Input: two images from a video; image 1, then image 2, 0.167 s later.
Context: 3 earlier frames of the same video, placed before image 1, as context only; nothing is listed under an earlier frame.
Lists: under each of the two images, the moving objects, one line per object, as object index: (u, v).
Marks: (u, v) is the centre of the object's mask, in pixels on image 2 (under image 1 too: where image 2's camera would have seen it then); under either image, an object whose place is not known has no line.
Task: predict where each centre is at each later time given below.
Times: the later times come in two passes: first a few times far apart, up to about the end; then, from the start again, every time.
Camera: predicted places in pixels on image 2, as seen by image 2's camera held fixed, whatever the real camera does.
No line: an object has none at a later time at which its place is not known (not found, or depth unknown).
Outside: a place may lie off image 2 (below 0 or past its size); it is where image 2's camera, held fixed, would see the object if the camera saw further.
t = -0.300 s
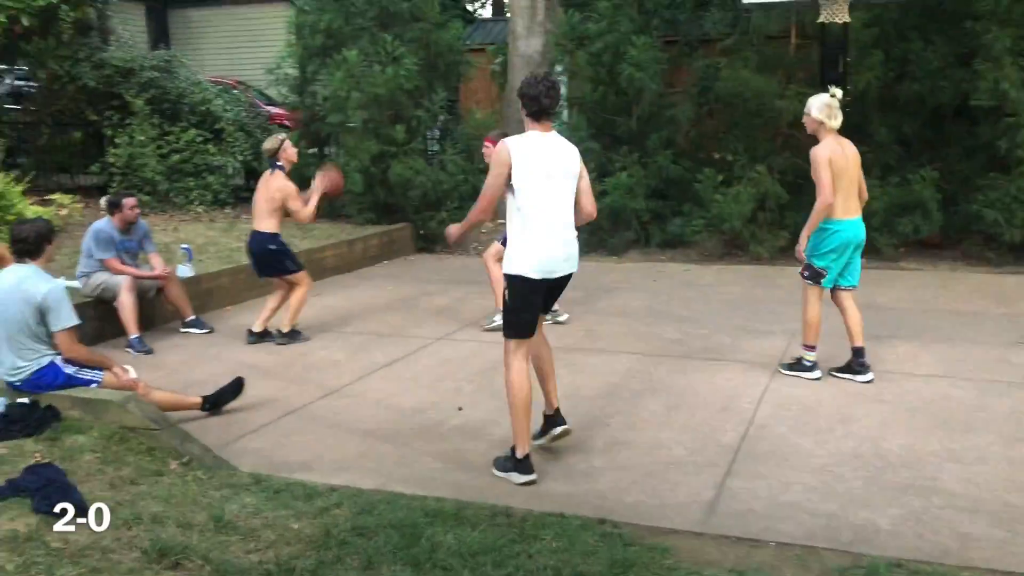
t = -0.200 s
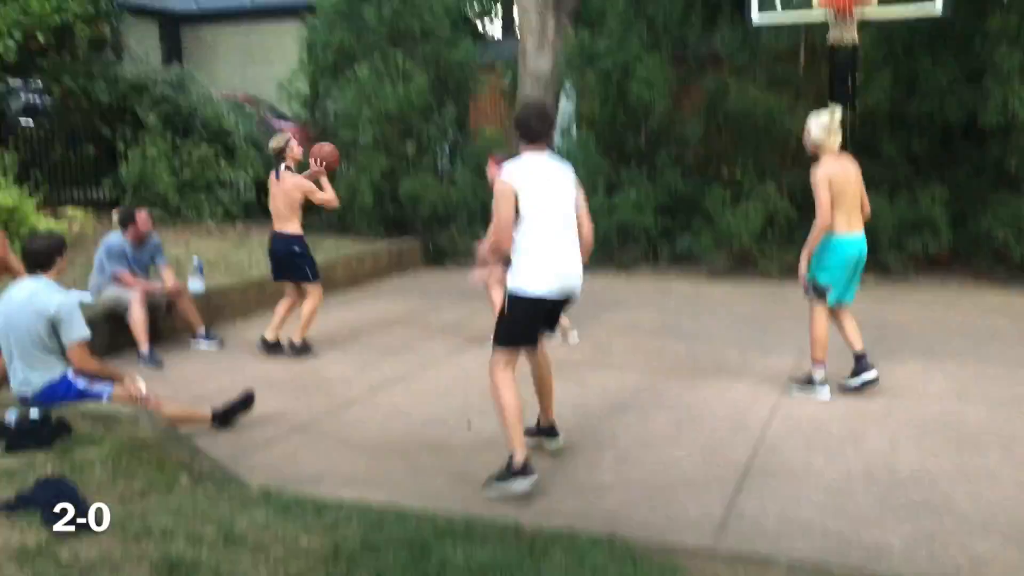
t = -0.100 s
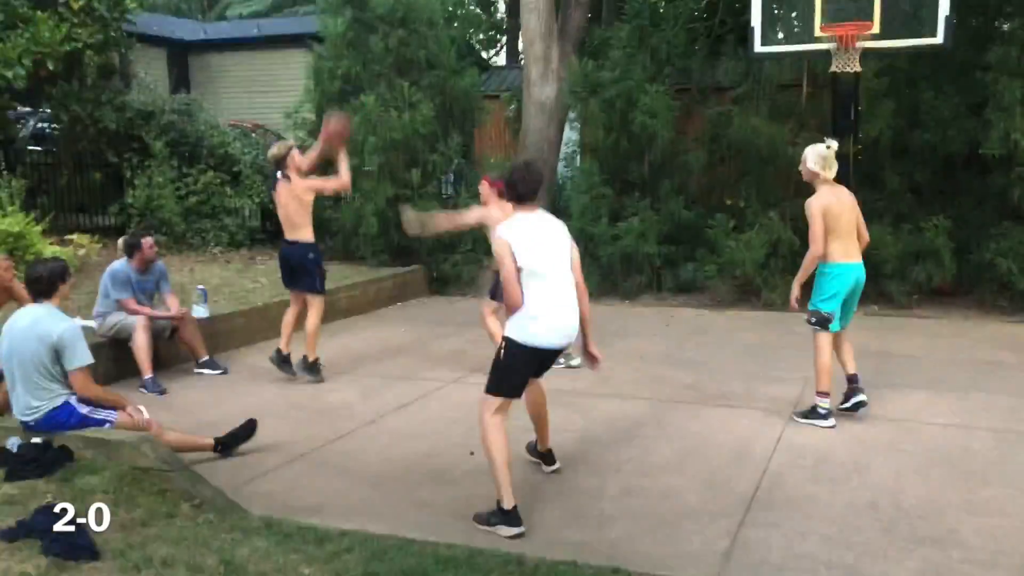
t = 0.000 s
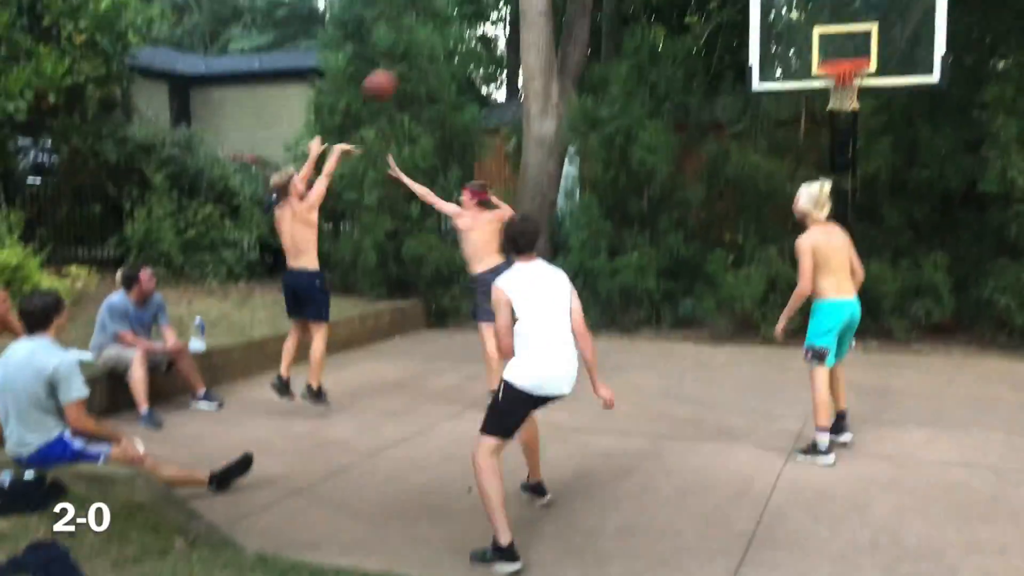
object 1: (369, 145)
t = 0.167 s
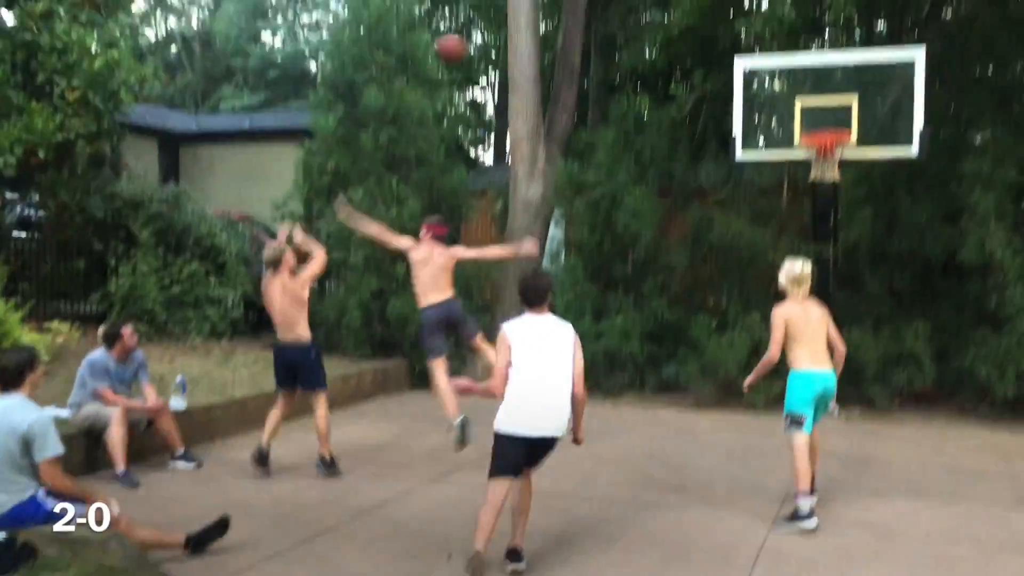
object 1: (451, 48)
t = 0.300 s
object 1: (513, -3)
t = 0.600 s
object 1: (637, -41)
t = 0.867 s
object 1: (735, 8)
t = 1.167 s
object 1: (831, 139)
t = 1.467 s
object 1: (838, 179)
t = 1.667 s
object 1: (826, 233)
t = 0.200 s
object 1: (467, 33)
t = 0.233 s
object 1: (481, 19)
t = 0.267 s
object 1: (497, 7)
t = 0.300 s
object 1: (513, -3)
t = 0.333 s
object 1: (528, -12)
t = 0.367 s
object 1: (542, -21)
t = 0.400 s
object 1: (557, -29)
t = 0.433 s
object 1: (571, -34)
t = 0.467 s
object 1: (584, -38)
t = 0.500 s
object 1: (598, -42)
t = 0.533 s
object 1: (610, -42)
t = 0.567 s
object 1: (624, -43)
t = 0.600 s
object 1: (637, -41)
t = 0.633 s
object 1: (650, -39)
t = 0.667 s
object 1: (662, -35)
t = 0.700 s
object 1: (675, -31)
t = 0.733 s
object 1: (687, -26)
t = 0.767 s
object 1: (700, -20)
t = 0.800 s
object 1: (712, -12)
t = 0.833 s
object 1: (723, -3)
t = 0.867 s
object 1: (735, 8)
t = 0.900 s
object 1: (746, 17)
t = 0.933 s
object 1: (758, 30)
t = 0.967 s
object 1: (769, 43)
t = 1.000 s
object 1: (779, 55)
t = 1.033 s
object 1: (791, 74)
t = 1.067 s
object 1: (801, 87)
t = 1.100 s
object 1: (811, 103)
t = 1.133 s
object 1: (822, 121)
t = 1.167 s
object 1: (831, 139)
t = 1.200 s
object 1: (841, 155)
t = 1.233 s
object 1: (839, 156)
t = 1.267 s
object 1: (839, 156)
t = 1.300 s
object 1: (841, 156)
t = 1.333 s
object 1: (837, 157)
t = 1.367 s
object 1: (834, 159)
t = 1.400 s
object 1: (844, 168)
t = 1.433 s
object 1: (843, 172)
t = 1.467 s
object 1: (838, 179)
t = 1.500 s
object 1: (838, 183)
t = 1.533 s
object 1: (833, 191)
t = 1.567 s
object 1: (831, 200)
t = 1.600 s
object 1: (829, 209)
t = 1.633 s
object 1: (828, 221)
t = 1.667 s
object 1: (826, 233)
